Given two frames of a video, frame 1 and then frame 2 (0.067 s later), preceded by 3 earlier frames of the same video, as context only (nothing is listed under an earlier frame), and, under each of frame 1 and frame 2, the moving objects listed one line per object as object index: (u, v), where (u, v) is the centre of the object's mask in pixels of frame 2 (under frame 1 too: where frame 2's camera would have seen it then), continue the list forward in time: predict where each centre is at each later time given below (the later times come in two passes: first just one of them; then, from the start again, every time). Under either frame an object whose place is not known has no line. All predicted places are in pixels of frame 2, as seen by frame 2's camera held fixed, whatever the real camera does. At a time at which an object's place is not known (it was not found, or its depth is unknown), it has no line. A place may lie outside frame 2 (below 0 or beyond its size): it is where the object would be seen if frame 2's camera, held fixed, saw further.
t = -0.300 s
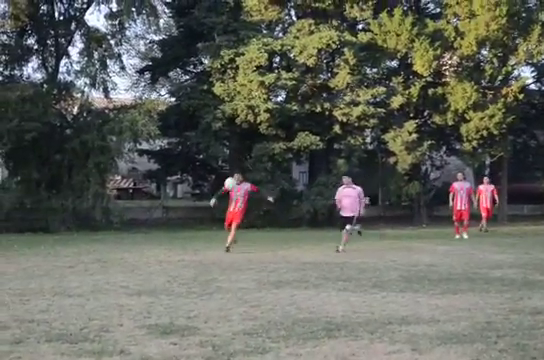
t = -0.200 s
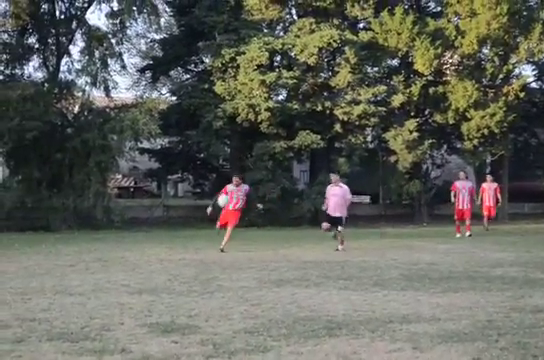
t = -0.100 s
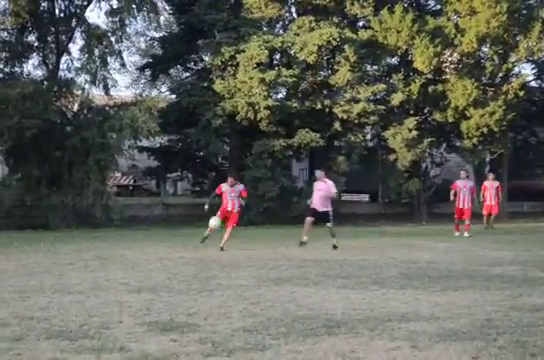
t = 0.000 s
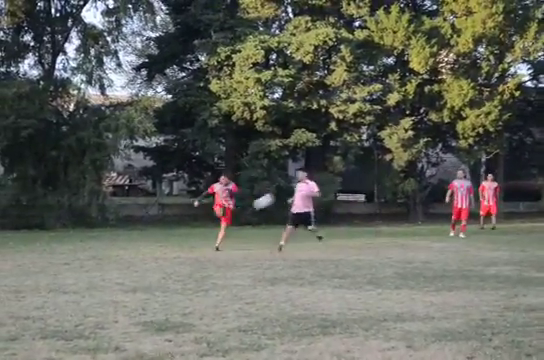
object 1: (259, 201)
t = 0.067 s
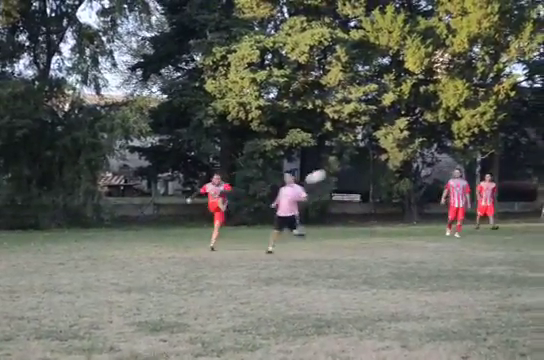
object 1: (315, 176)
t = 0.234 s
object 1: (467, 124)
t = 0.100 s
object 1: (344, 165)
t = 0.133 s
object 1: (374, 155)
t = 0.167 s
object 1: (404, 143)
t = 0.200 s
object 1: (435, 134)
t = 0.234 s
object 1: (467, 124)
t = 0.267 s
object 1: (499, 116)
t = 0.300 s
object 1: (532, 108)
